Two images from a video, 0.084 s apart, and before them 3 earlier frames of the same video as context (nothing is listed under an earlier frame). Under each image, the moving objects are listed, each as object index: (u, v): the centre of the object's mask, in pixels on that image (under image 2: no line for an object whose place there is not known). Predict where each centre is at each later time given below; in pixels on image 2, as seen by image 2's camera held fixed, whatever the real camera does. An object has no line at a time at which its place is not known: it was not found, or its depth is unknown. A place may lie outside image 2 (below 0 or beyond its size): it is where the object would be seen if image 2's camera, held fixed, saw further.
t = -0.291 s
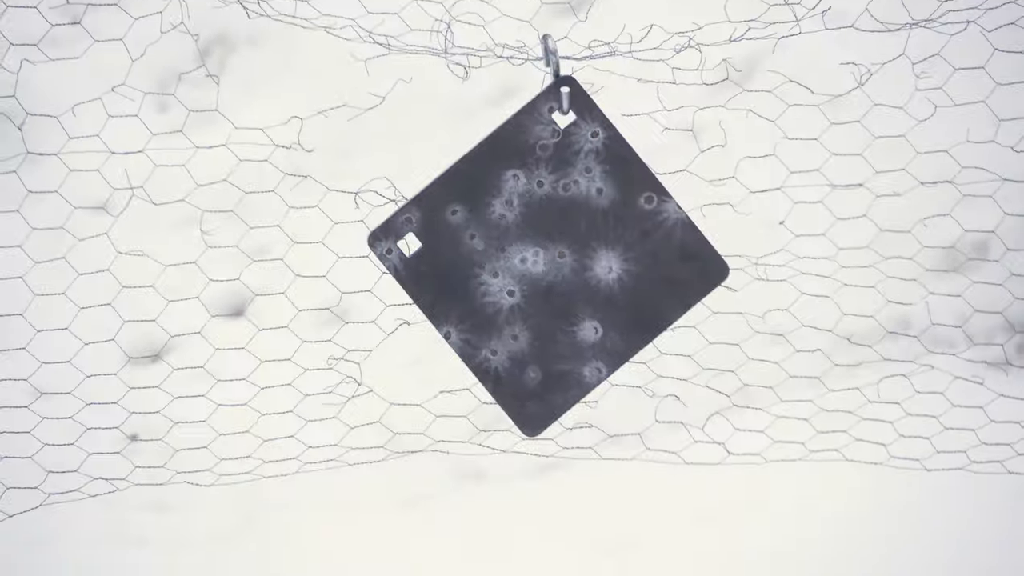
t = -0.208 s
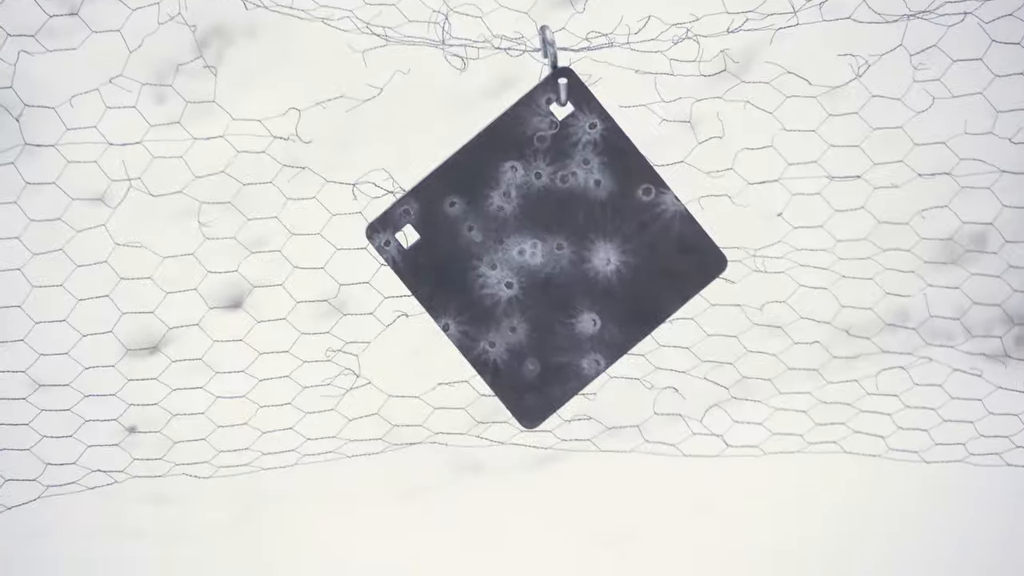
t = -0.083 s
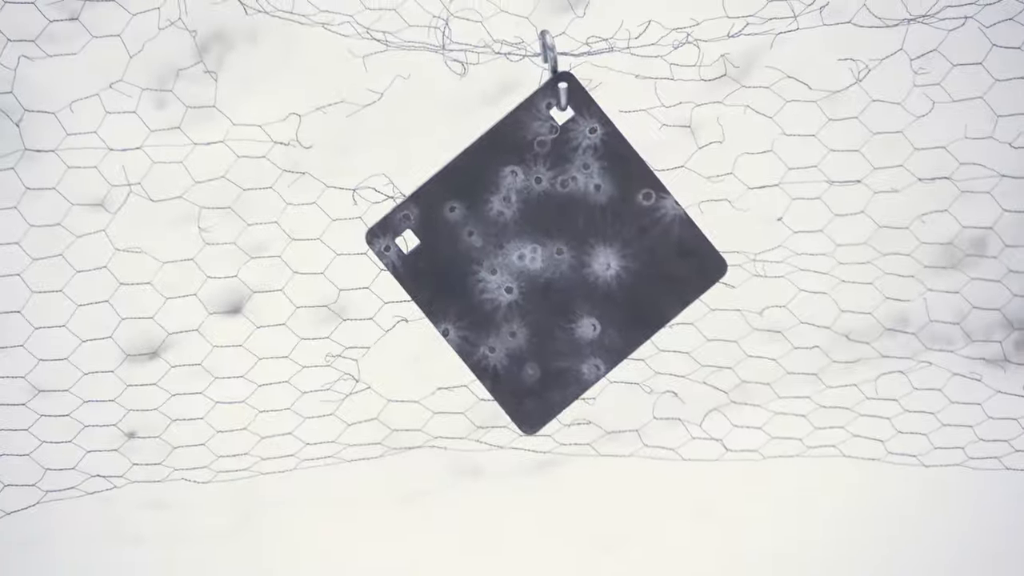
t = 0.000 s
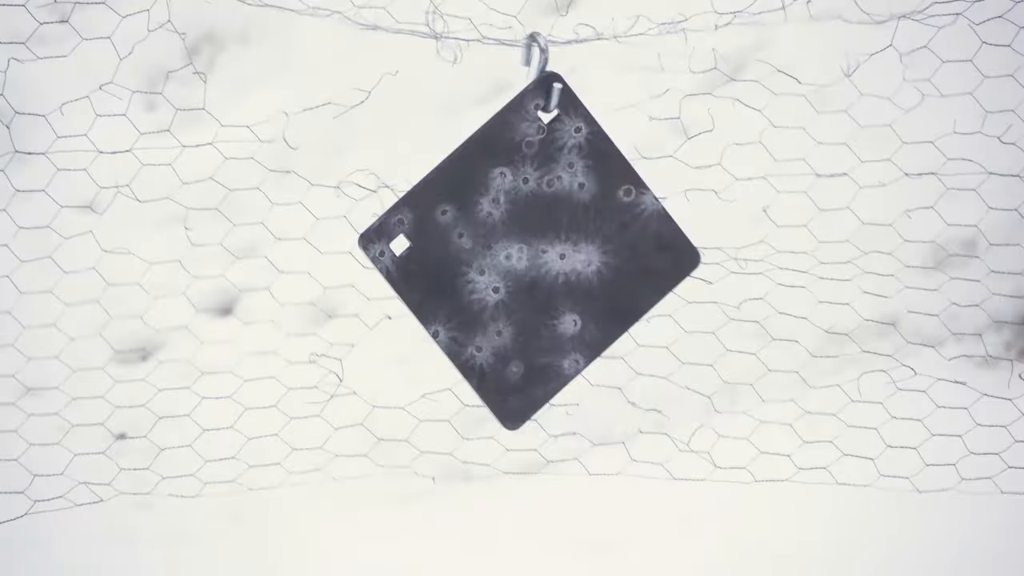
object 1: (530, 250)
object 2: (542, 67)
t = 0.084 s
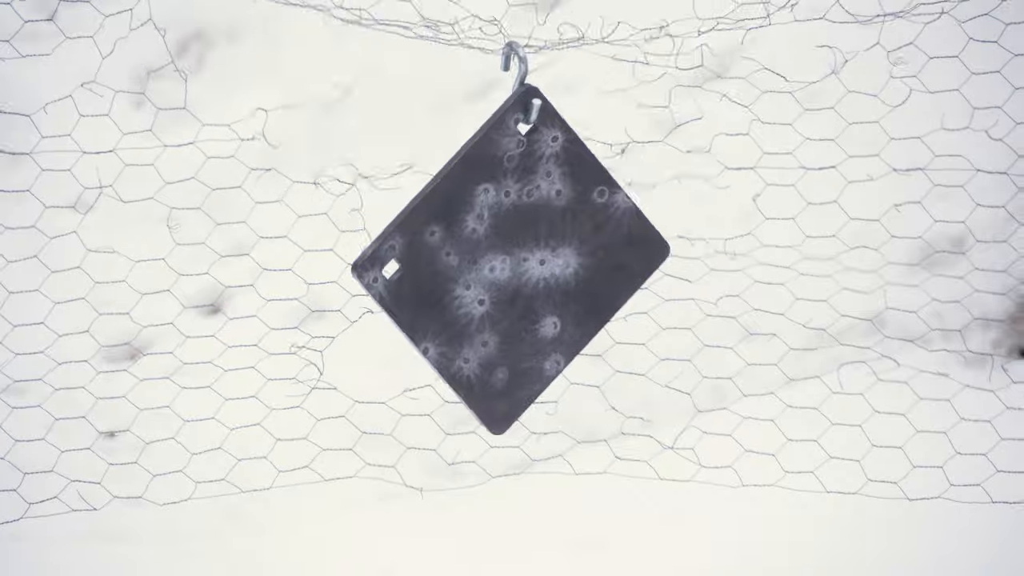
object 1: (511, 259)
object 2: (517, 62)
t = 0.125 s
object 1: (509, 258)
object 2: (520, 78)
